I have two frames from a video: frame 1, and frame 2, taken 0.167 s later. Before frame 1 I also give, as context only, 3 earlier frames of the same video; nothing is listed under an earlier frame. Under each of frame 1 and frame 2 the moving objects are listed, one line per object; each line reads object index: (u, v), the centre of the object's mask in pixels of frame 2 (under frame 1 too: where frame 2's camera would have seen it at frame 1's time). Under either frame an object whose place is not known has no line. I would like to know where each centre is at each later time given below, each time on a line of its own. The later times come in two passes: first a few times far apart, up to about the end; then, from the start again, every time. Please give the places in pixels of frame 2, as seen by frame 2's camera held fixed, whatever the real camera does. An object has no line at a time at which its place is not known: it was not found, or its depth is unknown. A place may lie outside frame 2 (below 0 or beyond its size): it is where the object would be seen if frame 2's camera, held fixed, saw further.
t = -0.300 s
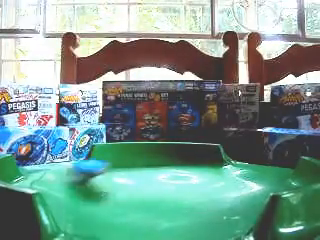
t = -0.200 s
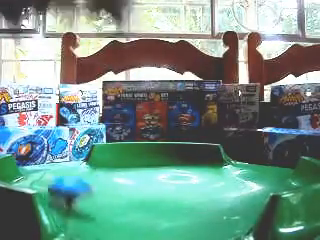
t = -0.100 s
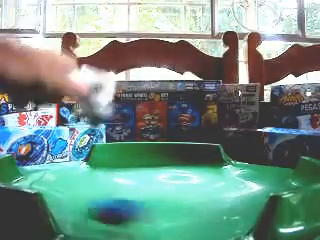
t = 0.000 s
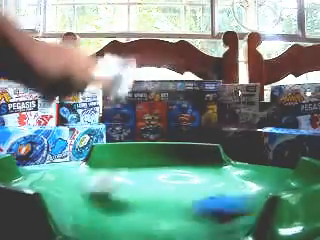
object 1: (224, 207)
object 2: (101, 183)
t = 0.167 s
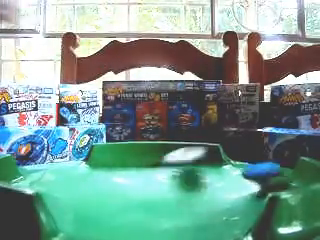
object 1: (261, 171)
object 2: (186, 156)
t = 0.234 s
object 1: (248, 164)
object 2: (213, 157)
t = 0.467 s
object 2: (223, 181)
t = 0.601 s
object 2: (159, 199)
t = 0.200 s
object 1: (254, 166)
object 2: (203, 156)
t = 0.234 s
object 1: (248, 164)
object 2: (213, 157)
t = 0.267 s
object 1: (261, 161)
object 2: (207, 159)
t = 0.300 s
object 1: (272, 162)
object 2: (205, 160)
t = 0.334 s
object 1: (281, 159)
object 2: (205, 161)
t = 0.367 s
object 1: (287, 159)
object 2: (209, 163)
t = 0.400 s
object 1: (297, 154)
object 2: (215, 167)
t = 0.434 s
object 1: (305, 155)
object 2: (221, 174)
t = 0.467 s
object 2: (223, 181)
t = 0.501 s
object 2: (211, 188)
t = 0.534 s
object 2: (199, 195)
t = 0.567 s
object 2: (179, 198)
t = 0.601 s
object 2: (159, 199)
